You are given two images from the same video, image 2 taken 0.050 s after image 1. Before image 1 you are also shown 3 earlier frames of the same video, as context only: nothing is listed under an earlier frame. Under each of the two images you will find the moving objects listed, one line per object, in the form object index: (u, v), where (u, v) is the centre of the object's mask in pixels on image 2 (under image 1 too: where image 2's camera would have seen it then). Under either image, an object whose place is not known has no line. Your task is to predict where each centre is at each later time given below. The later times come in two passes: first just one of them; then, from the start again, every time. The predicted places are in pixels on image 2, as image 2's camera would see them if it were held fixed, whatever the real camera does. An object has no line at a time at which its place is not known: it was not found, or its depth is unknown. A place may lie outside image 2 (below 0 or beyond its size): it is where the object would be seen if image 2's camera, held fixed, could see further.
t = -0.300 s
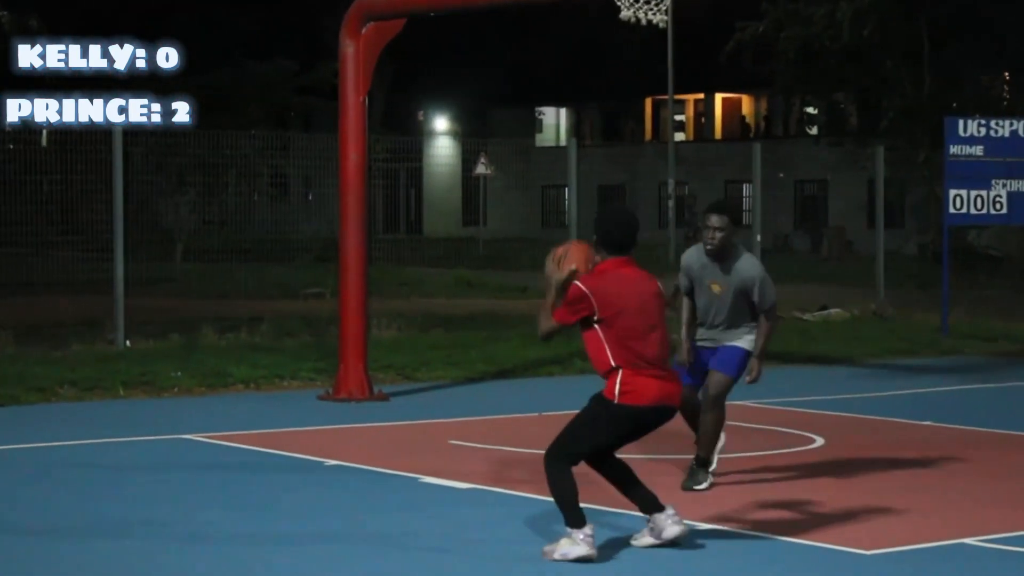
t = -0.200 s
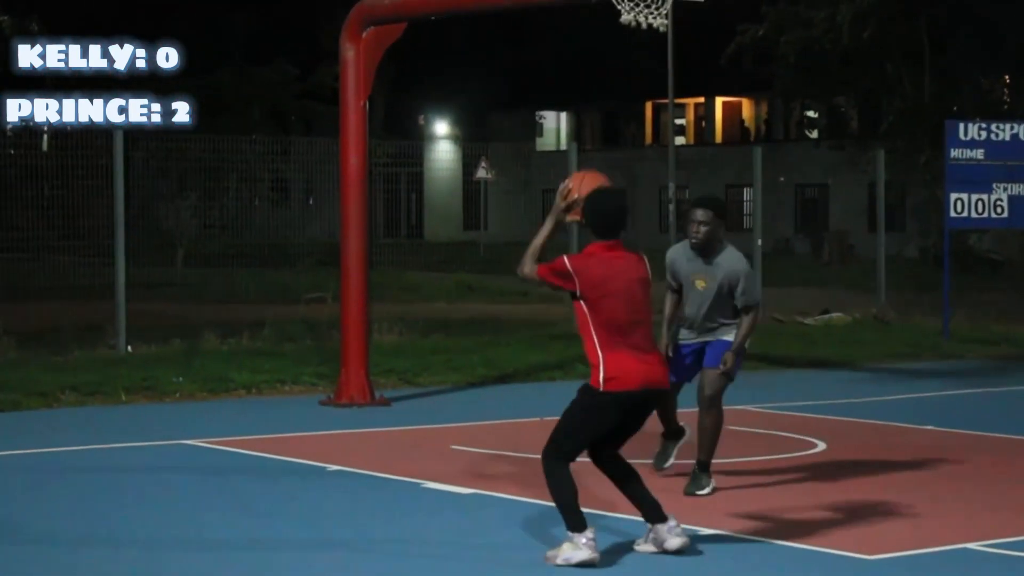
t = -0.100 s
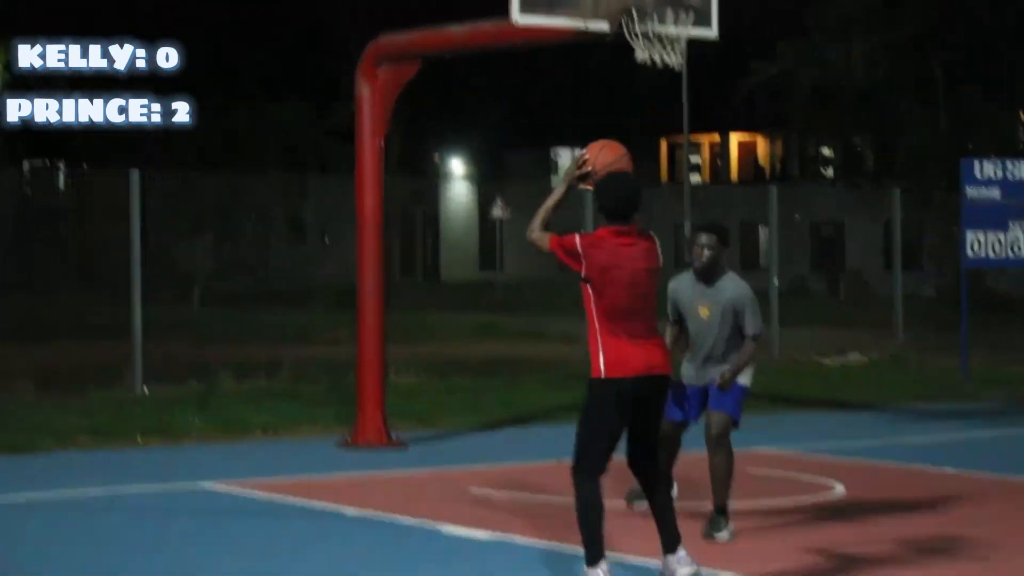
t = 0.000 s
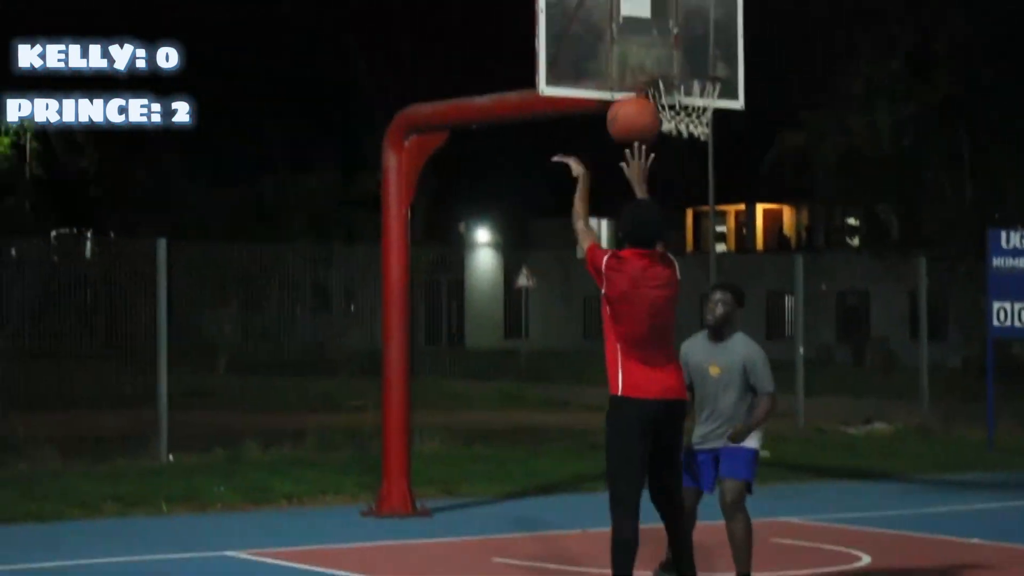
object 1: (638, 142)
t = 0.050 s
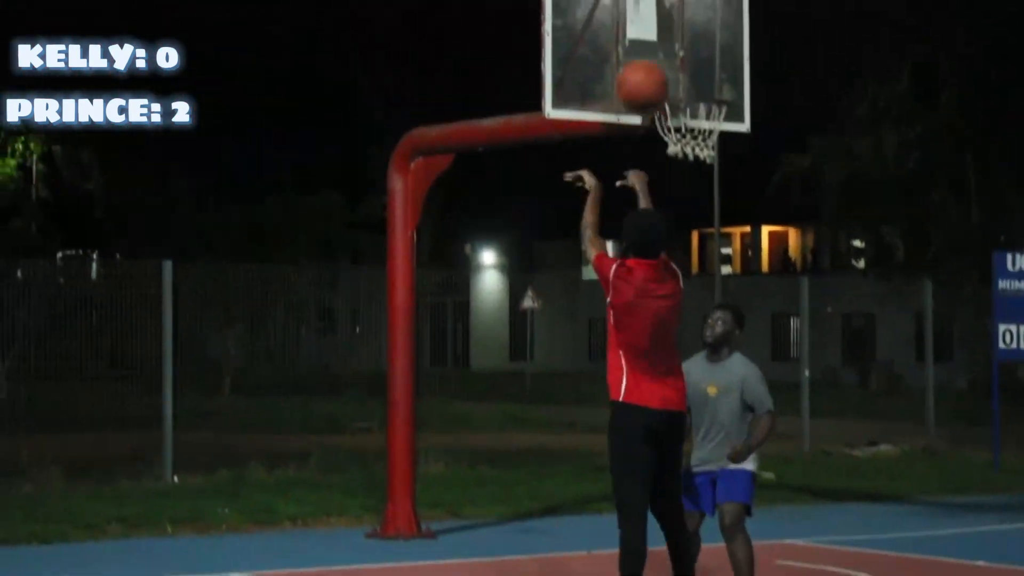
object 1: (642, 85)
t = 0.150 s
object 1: (648, -4)
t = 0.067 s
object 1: (644, 68)
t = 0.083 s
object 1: (644, 52)
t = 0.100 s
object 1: (645, 37)
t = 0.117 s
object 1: (647, 22)
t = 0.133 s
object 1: (648, 8)
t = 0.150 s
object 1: (648, -4)
